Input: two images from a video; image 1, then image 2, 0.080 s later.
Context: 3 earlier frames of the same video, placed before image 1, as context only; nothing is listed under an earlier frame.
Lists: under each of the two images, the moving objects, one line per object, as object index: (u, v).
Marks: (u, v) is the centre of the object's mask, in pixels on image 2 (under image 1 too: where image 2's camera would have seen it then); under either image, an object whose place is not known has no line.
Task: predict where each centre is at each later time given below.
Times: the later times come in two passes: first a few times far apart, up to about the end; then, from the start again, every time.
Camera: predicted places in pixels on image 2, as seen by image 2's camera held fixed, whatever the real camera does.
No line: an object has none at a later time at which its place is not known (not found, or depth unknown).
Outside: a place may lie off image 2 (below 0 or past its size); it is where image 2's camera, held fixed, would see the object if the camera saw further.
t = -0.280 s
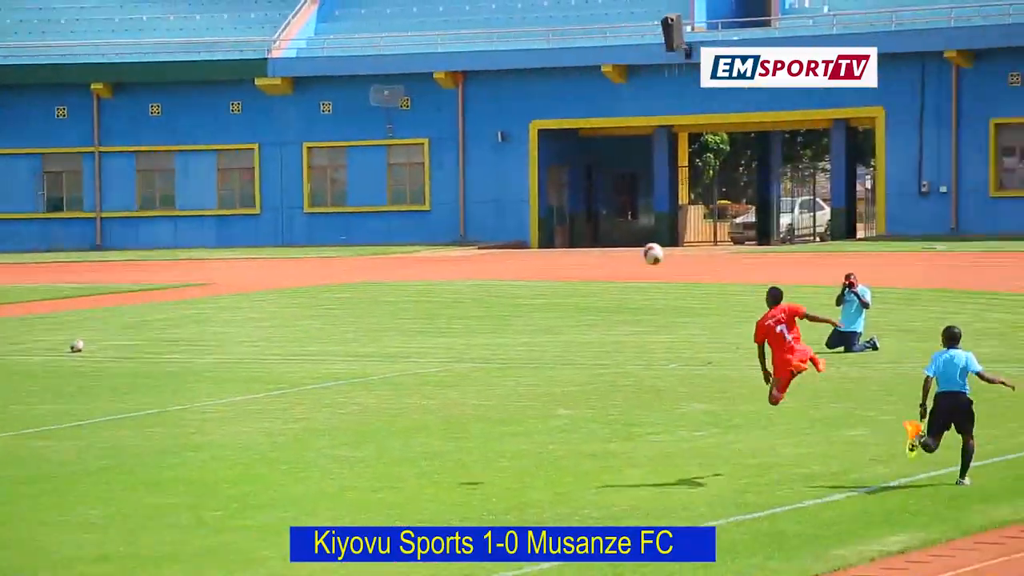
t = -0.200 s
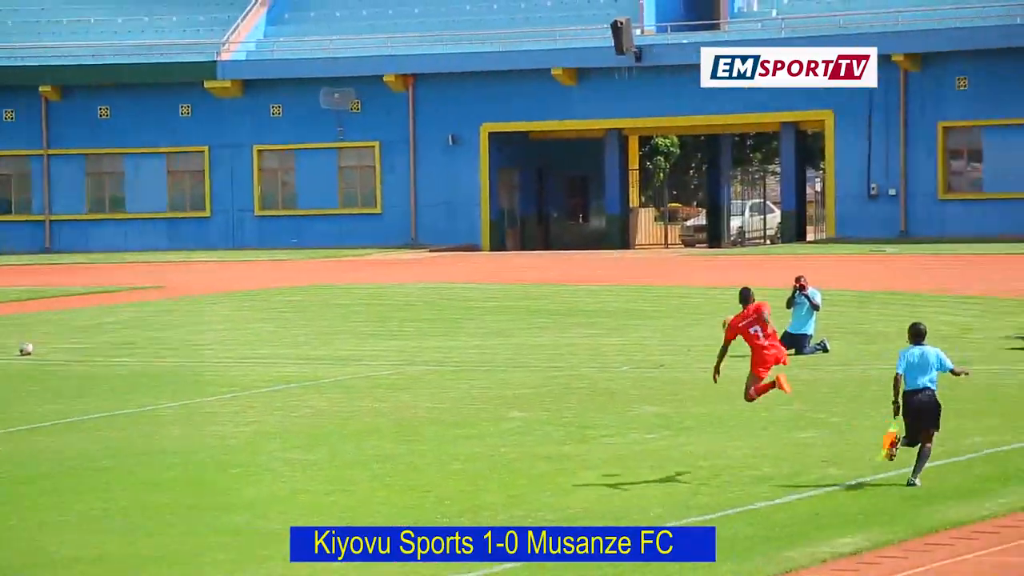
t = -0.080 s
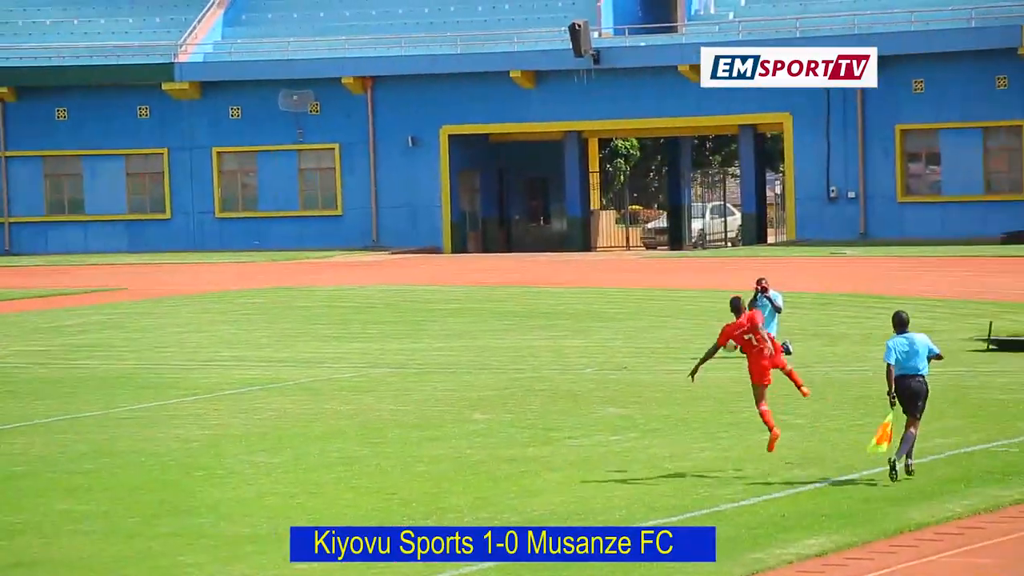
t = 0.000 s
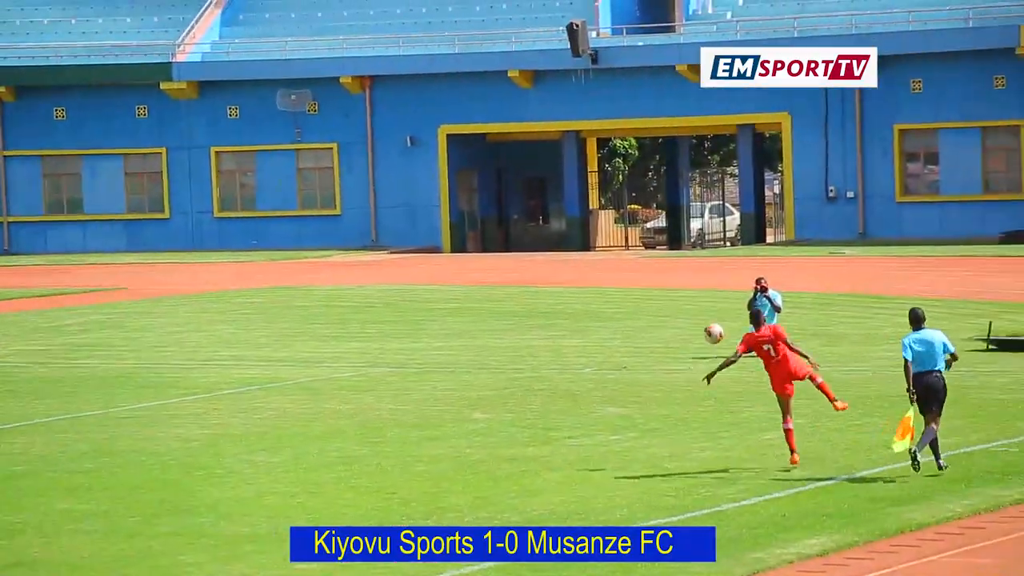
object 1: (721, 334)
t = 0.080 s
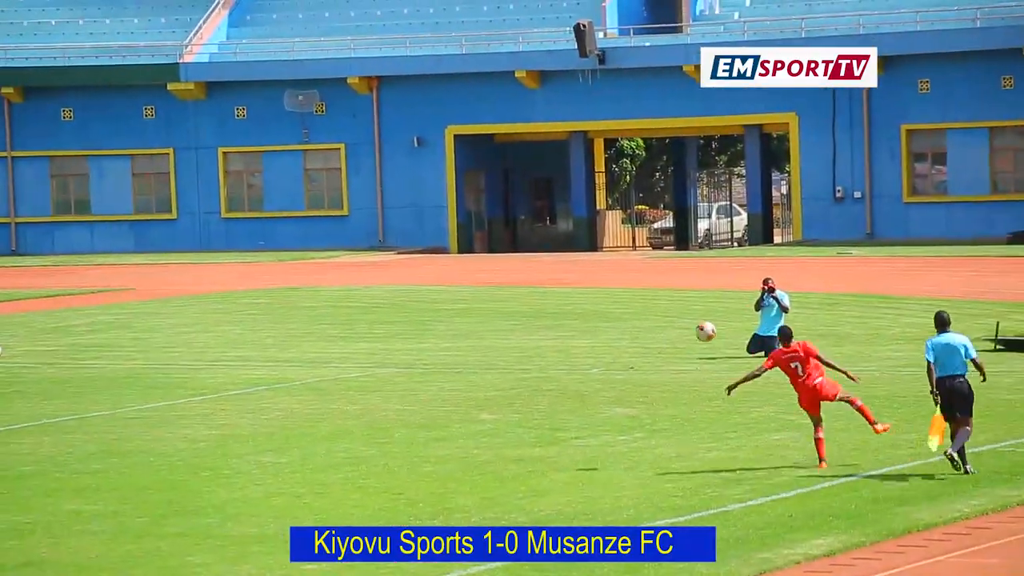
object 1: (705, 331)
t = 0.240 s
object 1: (676, 345)
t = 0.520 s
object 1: (633, 421)
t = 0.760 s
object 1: (609, 416)
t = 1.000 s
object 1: (592, 413)
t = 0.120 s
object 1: (698, 333)
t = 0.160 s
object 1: (691, 335)
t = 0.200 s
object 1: (683, 339)
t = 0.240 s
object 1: (676, 345)
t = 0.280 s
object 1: (670, 352)
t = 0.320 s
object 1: (663, 360)
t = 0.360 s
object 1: (657, 369)
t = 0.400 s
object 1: (652, 380)
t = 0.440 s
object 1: (646, 393)
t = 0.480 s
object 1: (639, 406)
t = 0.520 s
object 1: (633, 421)
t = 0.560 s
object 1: (627, 438)
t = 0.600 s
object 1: (622, 447)
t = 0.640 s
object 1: (619, 437)
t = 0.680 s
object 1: (616, 428)
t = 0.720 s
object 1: (612, 422)
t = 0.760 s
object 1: (609, 416)
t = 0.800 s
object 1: (607, 413)
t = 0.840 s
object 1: (604, 410)
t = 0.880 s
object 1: (601, 409)
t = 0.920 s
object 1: (598, 409)
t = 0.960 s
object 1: (595, 410)
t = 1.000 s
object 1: (592, 413)
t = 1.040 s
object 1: (589, 417)
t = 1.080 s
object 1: (587, 422)
